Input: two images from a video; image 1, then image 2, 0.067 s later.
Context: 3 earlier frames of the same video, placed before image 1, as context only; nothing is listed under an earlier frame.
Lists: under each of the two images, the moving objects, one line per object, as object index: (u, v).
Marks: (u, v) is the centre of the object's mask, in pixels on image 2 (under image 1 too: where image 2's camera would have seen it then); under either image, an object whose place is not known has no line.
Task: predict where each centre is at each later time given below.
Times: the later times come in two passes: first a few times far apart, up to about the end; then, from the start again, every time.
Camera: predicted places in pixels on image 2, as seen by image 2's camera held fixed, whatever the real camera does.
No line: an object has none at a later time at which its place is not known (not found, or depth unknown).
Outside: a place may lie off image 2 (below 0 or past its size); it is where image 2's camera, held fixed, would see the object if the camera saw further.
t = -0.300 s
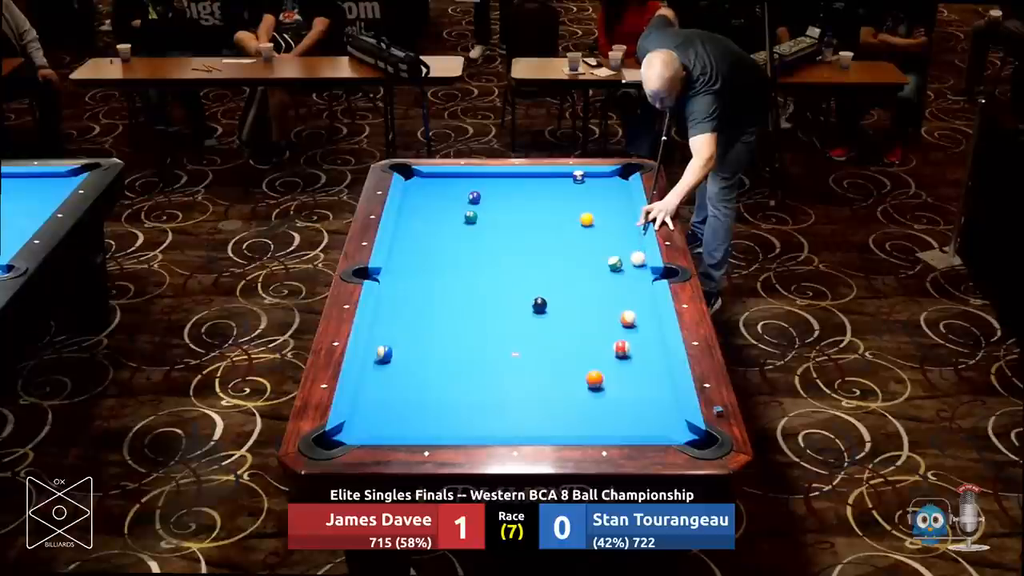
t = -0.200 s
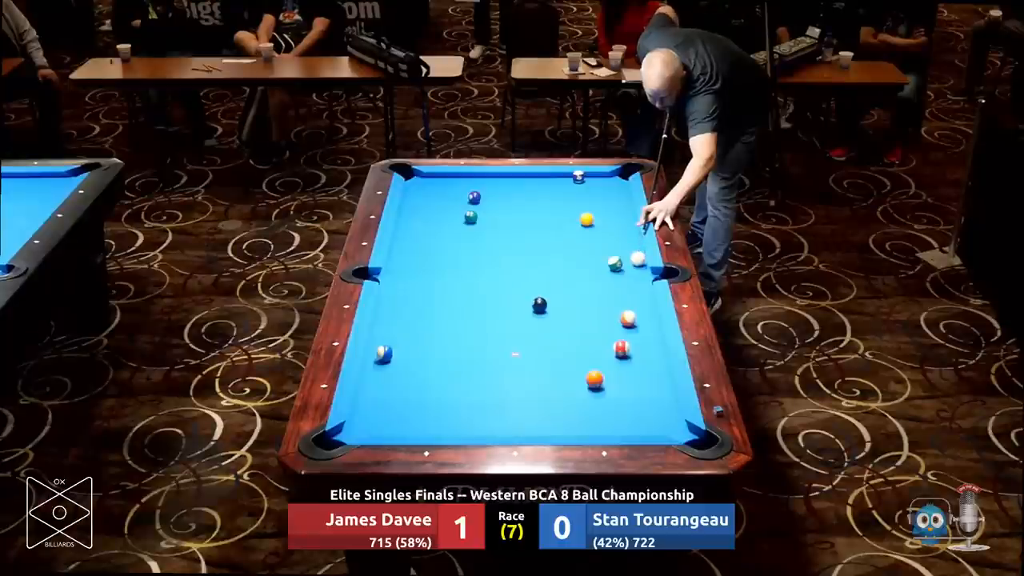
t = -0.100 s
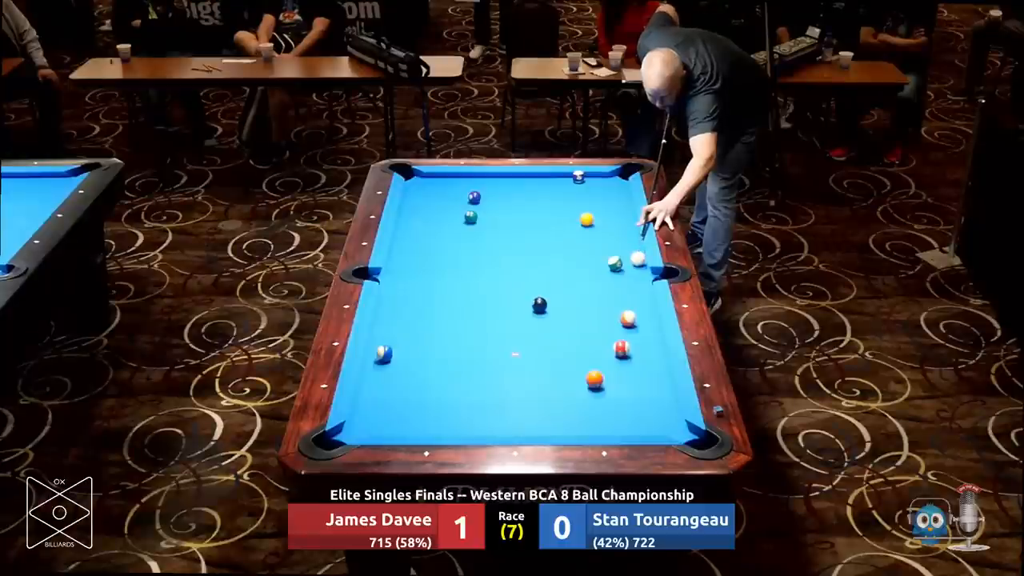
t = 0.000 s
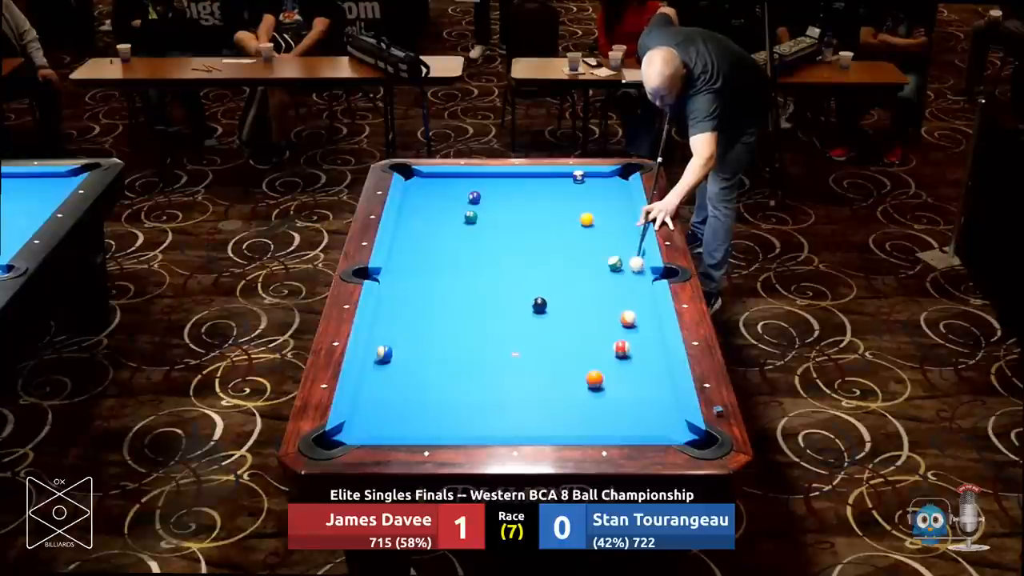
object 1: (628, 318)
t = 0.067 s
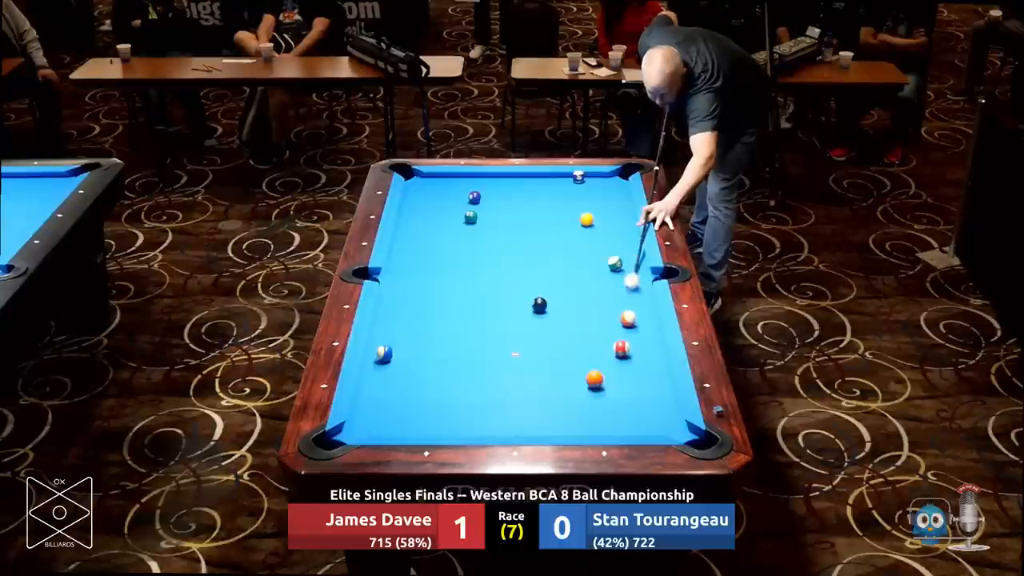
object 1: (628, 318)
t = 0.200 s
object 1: (630, 322)
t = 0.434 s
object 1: (653, 369)
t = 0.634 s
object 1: (673, 410)
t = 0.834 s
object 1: (684, 433)
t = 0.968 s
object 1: (697, 444)
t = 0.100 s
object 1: (628, 318)
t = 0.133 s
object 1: (627, 318)
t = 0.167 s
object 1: (628, 318)
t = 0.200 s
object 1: (630, 322)
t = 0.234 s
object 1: (633, 329)
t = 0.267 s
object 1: (637, 337)
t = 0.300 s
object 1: (641, 344)
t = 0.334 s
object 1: (644, 350)
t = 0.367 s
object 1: (647, 357)
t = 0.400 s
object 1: (650, 363)
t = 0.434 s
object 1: (653, 369)
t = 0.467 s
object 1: (656, 376)
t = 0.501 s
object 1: (659, 383)
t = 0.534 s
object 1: (663, 389)
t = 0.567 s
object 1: (666, 396)
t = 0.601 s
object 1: (670, 403)
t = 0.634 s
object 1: (673, 410)
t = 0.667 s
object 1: (673, 417)
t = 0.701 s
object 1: (673, 423)
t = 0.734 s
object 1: (673, 429)
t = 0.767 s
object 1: (675, 434)
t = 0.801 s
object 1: (679, 433)
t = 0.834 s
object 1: (684, 433)
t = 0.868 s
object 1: (689, 434)
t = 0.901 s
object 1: (694, 435)
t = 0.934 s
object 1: (696, 439)
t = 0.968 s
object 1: (697, 444)
